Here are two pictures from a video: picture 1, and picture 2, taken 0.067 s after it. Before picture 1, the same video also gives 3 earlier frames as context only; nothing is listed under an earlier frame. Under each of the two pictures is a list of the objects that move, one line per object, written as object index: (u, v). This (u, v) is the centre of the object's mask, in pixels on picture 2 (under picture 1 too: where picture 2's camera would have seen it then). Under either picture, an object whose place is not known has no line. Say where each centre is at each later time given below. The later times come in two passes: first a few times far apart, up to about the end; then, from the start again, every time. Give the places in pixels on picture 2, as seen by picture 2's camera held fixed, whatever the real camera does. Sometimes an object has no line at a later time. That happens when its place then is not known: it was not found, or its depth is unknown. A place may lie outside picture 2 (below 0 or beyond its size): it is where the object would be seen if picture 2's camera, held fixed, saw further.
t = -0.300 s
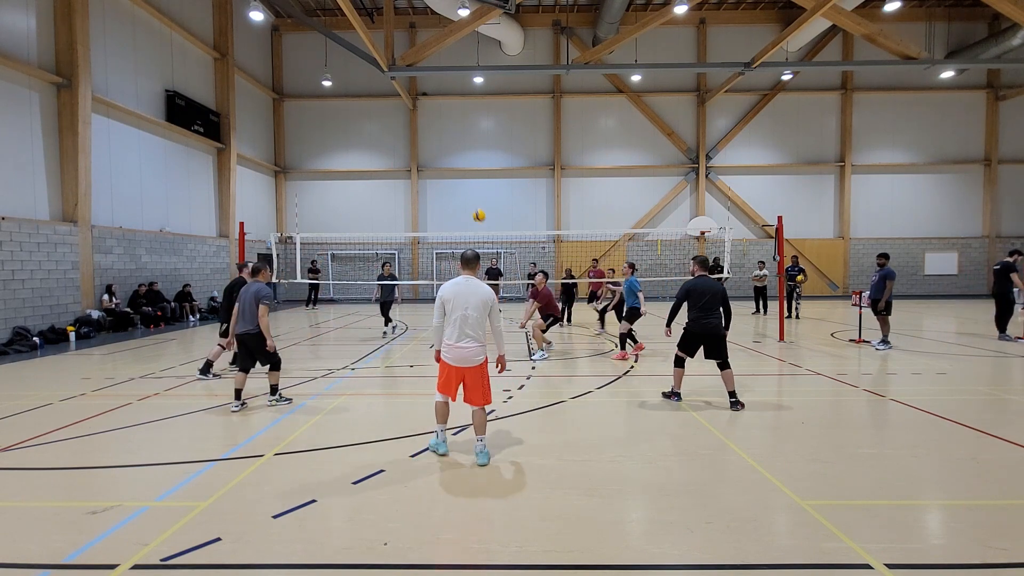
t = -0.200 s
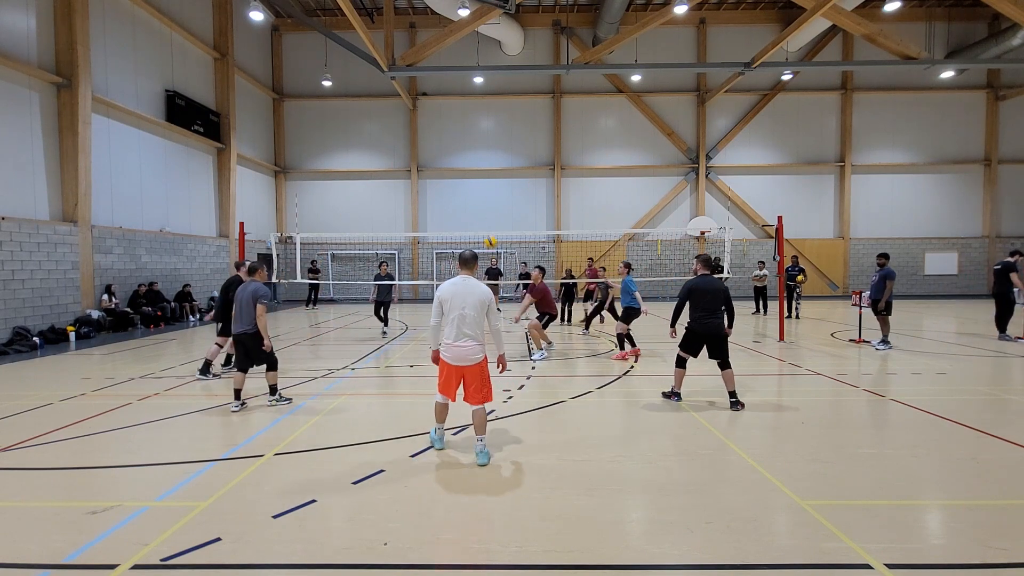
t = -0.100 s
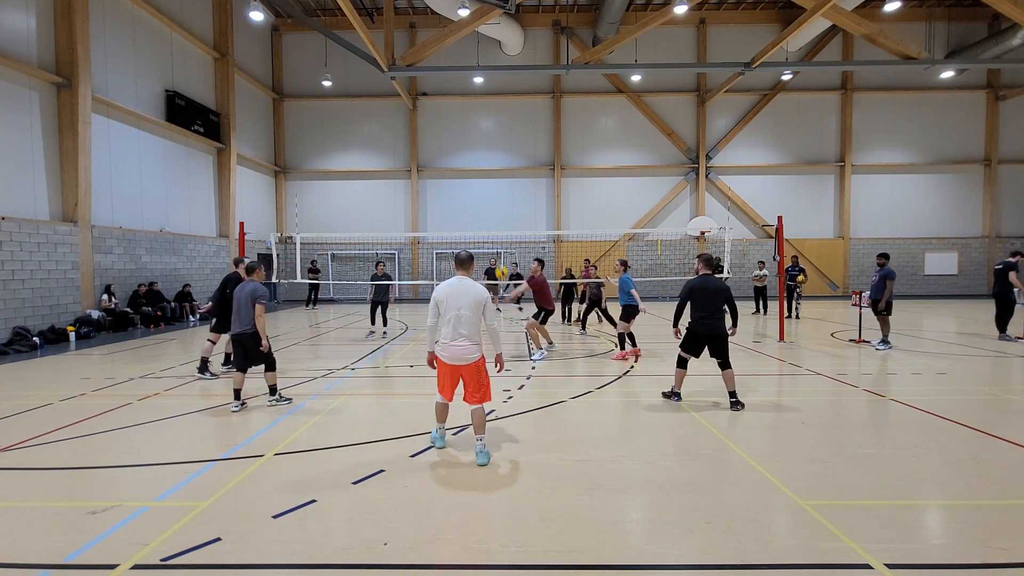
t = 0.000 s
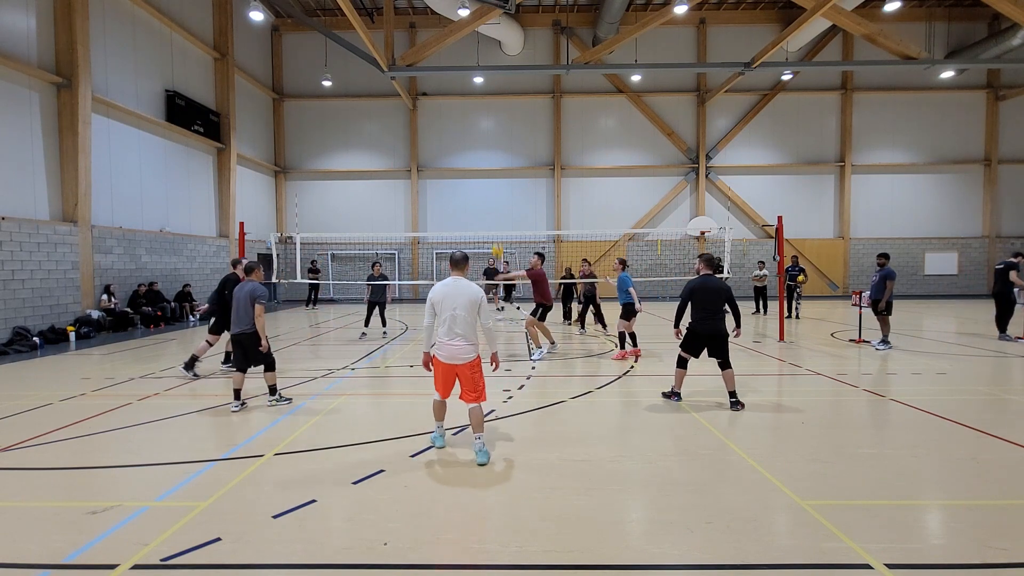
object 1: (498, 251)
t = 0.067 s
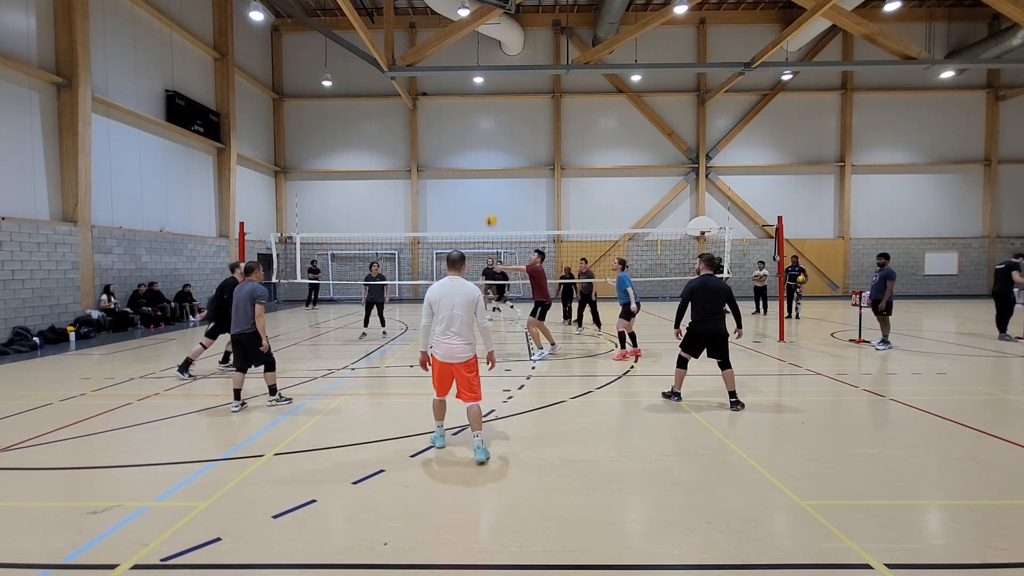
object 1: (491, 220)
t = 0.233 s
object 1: (473, 155)
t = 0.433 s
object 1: (453, 100)
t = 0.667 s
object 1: (431, 67)
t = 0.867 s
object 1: (413, 64)
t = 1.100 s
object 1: (394, 90)
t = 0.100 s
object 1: (487, 206)
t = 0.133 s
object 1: (484, 192)
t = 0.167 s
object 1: (480, 178)
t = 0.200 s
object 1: (476, 168)
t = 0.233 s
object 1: (473, 155)
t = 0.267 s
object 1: (469, 144)
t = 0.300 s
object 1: (466, 134)
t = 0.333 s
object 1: (463, 125)
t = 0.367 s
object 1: (459, 116)
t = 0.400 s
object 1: (456, 108)
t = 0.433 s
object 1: (453, 100)
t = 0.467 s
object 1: (449, 94)
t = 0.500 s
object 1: (446, 88)
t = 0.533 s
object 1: (443, 82)
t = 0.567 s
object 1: (440, 77)
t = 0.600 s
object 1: (437, 73)
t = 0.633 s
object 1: (434, 70)
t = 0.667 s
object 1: (431, 67)
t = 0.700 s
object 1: (428, 65)
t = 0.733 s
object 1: (425, 64)
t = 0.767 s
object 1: (422, 63)
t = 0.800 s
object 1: (419, 63)
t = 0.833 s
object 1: (416, 64)
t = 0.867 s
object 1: (413, 64)
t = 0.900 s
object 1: (410, 66)
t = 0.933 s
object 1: (408, 68)
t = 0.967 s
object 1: (405, 71)
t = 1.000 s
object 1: (402, 75)
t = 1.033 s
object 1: (399, 79)
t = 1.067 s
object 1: (396, 84)
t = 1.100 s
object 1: (394, 90)
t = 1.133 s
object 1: (391, 96)
